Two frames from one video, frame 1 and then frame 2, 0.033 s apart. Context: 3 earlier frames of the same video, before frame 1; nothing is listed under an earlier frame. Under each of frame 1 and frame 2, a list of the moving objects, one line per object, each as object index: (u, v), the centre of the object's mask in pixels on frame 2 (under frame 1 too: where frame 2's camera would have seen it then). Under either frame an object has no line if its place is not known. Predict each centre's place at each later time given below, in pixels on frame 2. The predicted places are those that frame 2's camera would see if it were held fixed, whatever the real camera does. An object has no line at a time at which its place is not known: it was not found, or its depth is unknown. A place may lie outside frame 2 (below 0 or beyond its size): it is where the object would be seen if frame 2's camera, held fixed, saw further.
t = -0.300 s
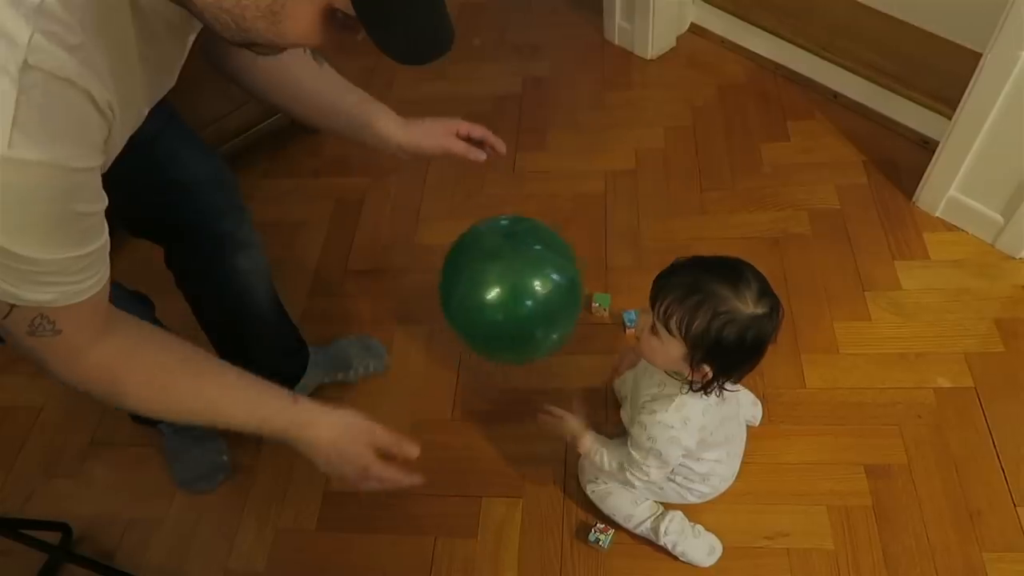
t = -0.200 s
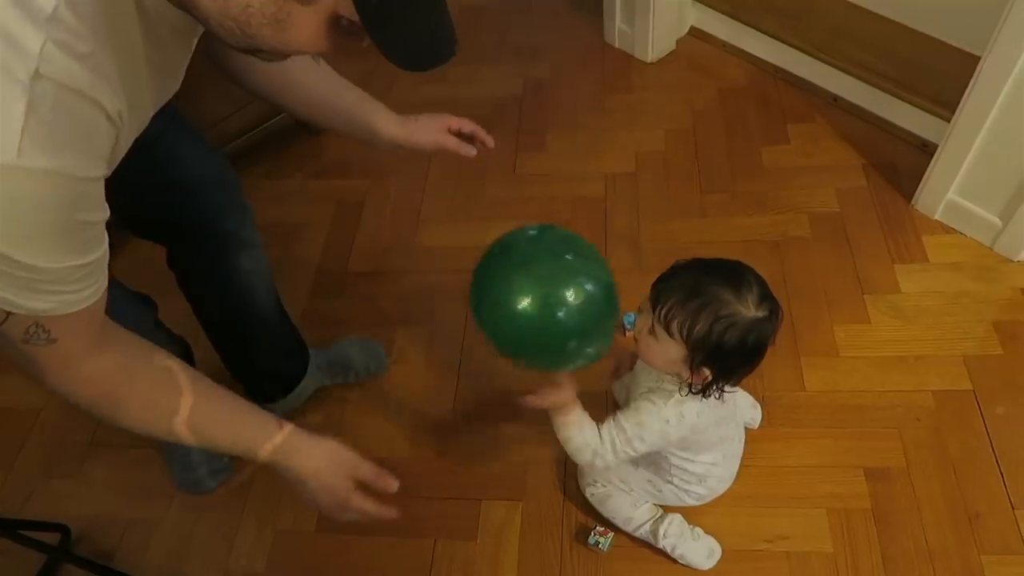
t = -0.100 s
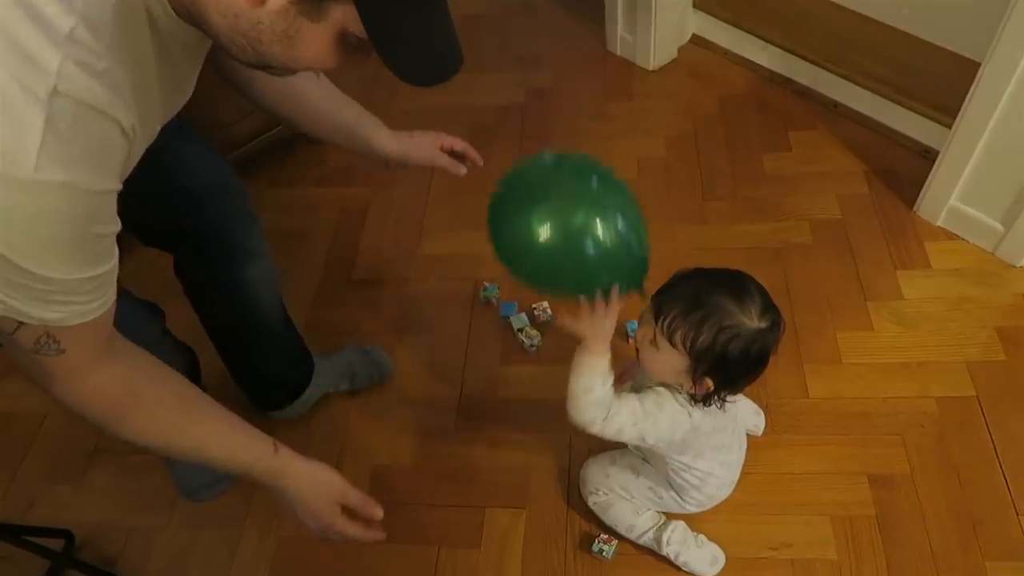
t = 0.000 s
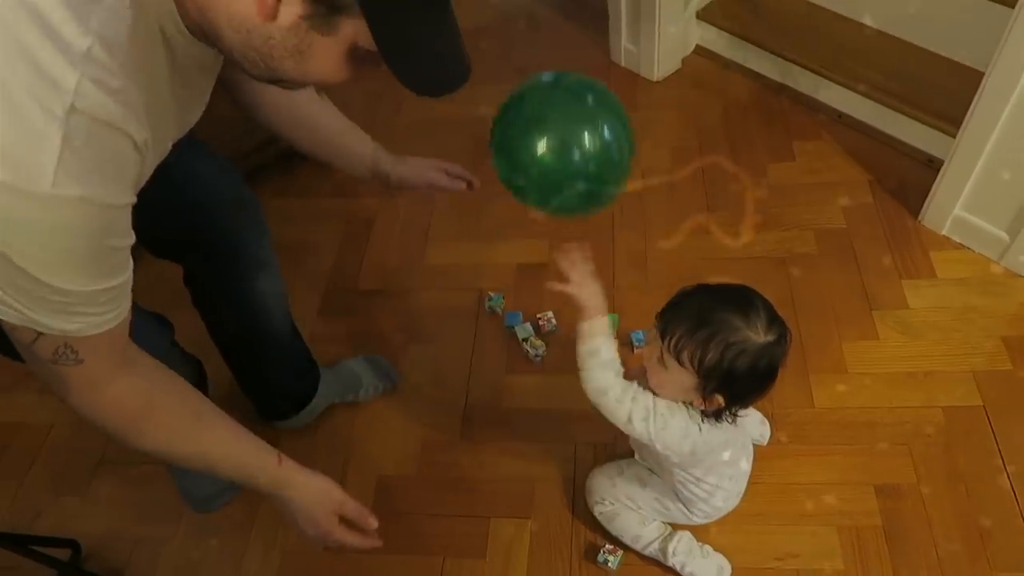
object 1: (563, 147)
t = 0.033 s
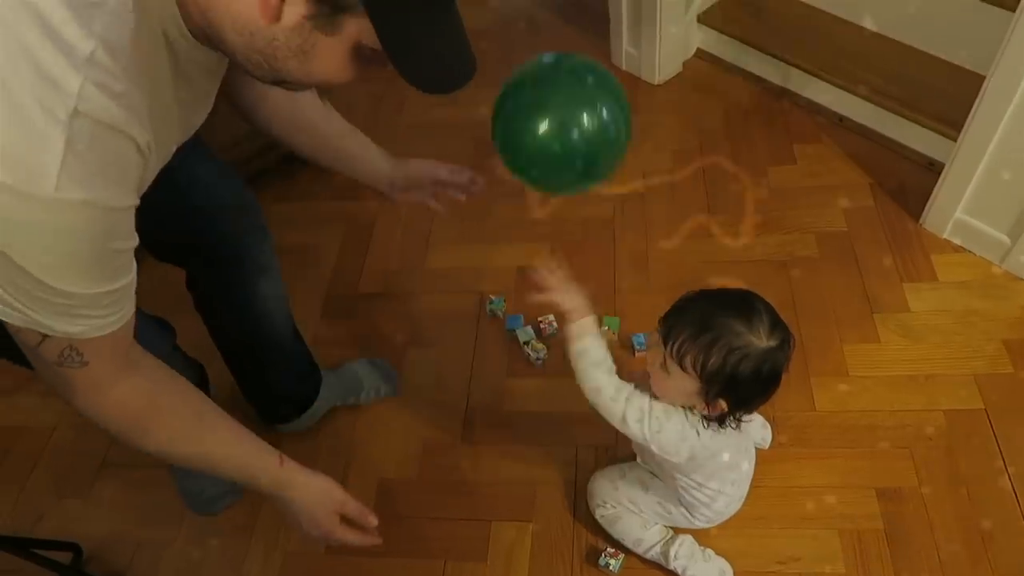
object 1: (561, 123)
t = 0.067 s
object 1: (560, 104)
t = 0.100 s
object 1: (559, 88)
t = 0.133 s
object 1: (557, 76)
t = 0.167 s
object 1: (554, 66)
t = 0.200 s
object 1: (550, 58)
